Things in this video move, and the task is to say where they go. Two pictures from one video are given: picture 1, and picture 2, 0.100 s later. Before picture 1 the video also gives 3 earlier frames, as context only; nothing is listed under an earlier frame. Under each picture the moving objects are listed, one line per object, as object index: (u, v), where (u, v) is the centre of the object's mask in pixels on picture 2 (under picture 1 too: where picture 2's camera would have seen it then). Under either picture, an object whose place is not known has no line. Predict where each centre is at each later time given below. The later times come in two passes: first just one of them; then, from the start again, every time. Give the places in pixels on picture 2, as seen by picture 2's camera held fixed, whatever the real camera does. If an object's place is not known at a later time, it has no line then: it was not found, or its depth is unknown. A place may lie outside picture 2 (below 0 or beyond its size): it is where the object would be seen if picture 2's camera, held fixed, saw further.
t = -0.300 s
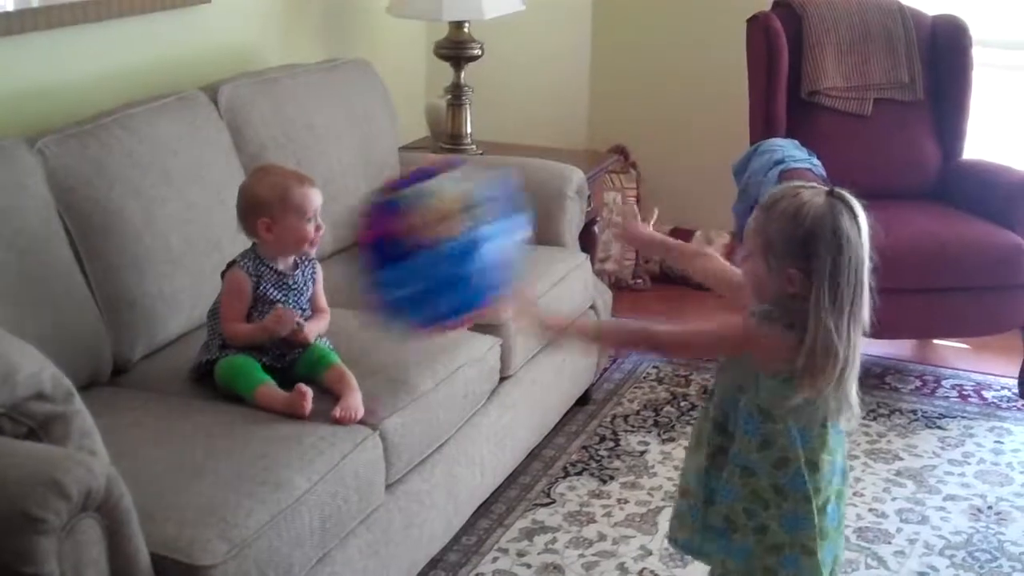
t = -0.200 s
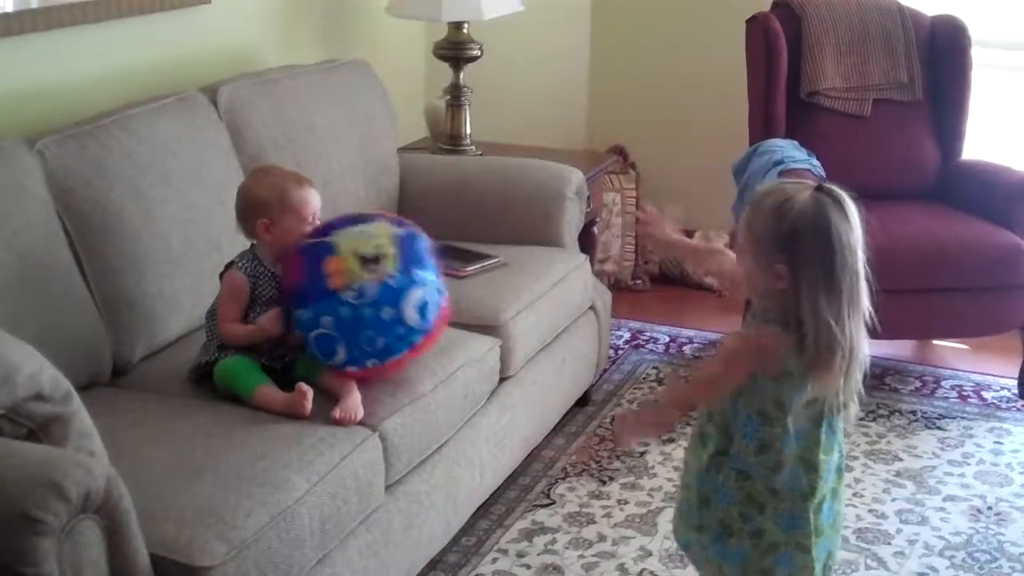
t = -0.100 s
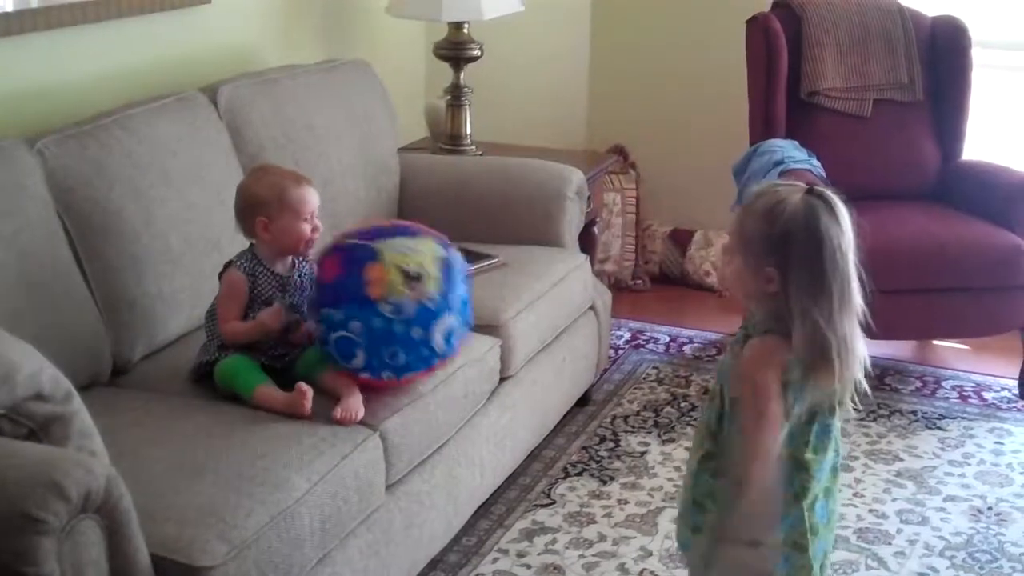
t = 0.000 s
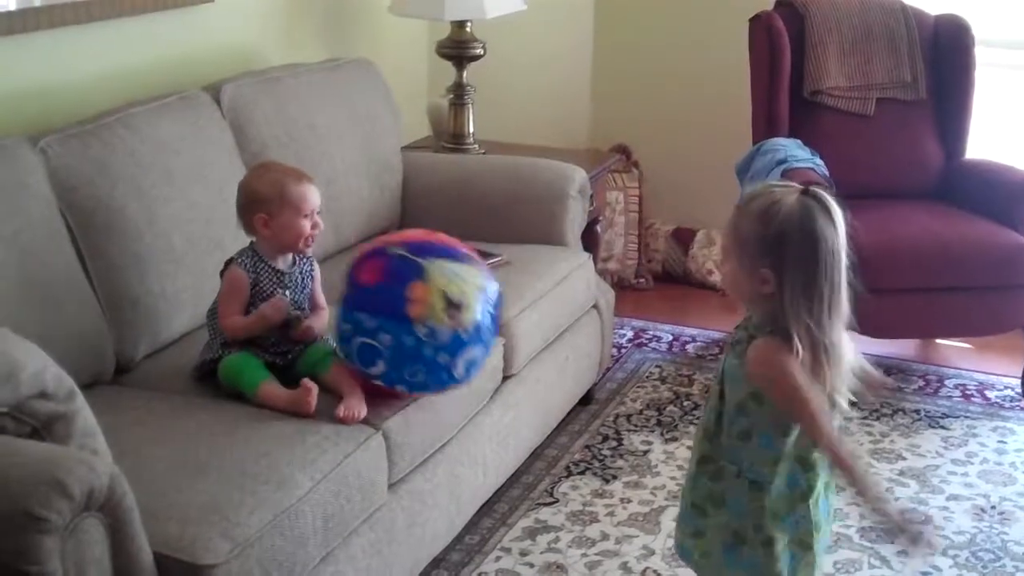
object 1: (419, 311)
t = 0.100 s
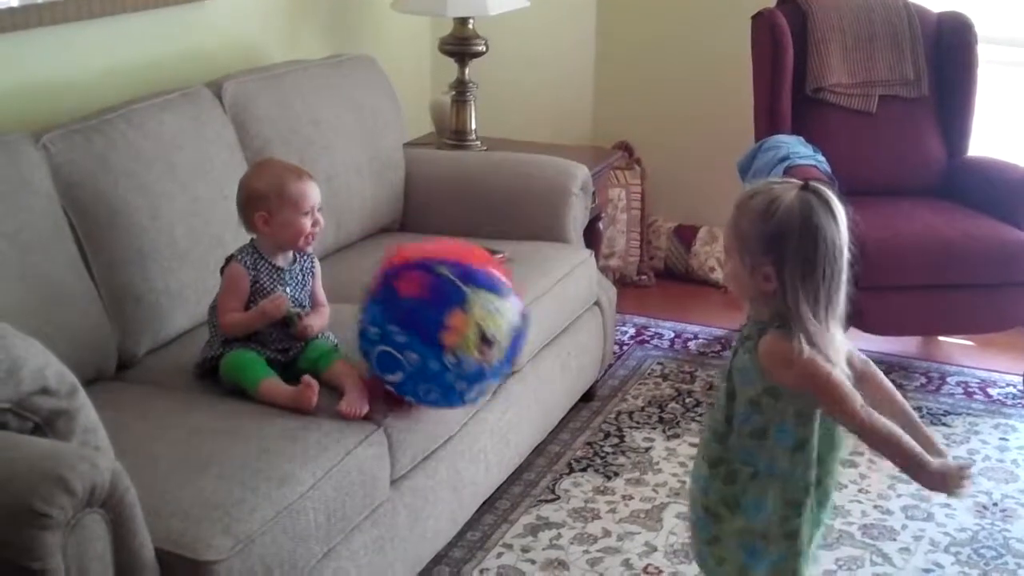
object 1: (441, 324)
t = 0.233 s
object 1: (472, 347)
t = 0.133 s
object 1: (448, 328)
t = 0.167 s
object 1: (455, 332)
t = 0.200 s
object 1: (464, 339)
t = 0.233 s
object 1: (472, 347)
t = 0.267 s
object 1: (480, 358)
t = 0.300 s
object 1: (490, 374)
